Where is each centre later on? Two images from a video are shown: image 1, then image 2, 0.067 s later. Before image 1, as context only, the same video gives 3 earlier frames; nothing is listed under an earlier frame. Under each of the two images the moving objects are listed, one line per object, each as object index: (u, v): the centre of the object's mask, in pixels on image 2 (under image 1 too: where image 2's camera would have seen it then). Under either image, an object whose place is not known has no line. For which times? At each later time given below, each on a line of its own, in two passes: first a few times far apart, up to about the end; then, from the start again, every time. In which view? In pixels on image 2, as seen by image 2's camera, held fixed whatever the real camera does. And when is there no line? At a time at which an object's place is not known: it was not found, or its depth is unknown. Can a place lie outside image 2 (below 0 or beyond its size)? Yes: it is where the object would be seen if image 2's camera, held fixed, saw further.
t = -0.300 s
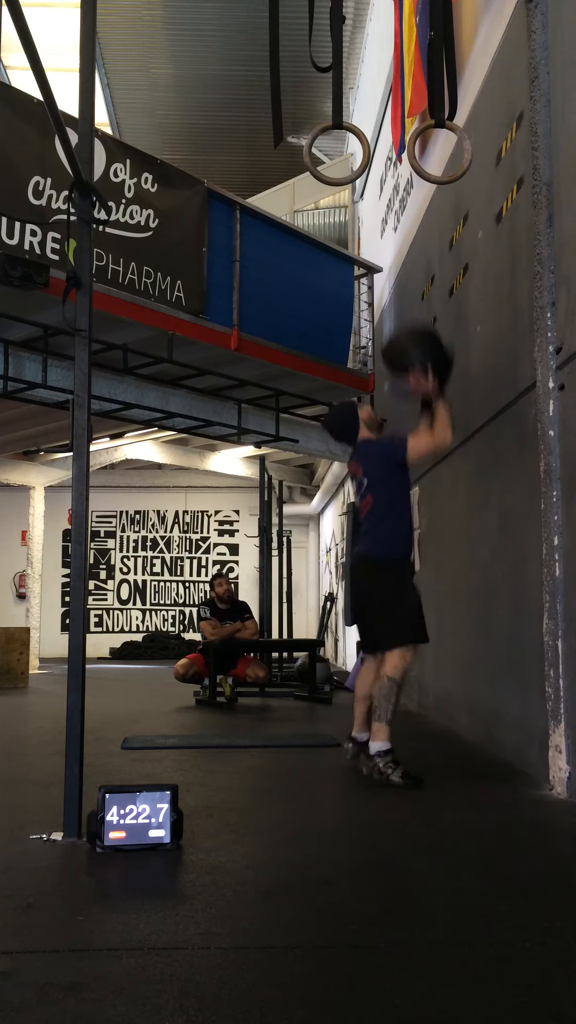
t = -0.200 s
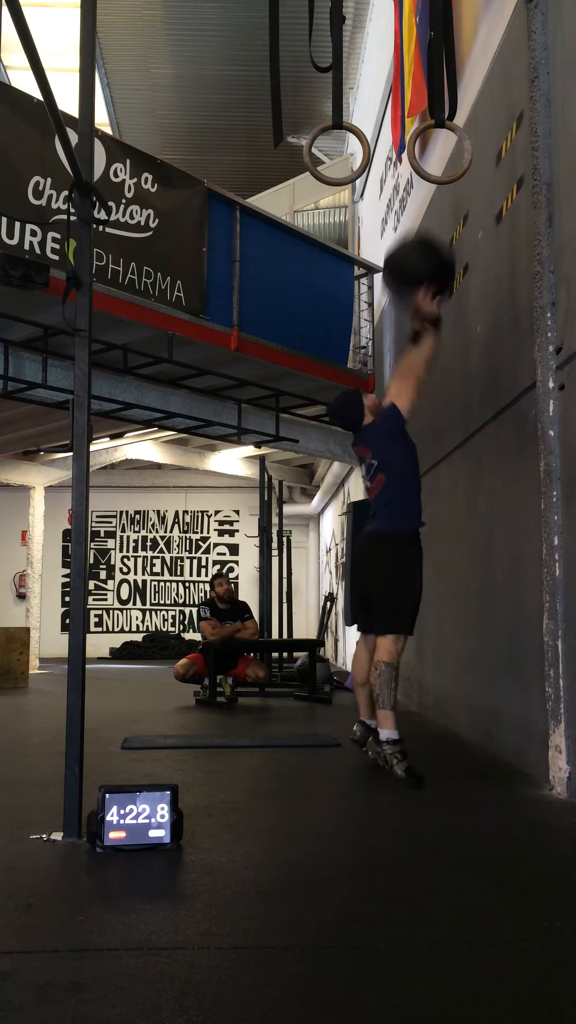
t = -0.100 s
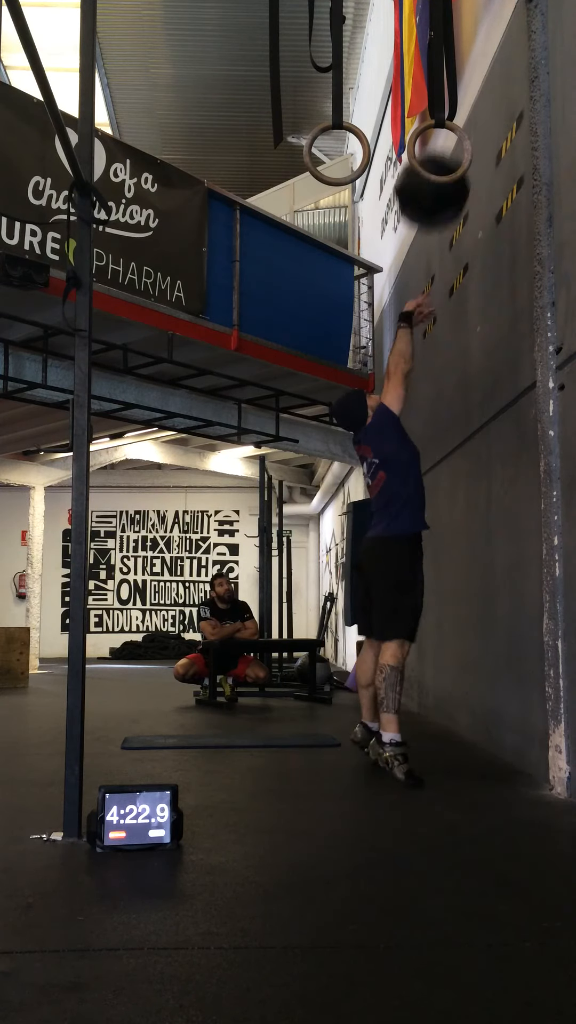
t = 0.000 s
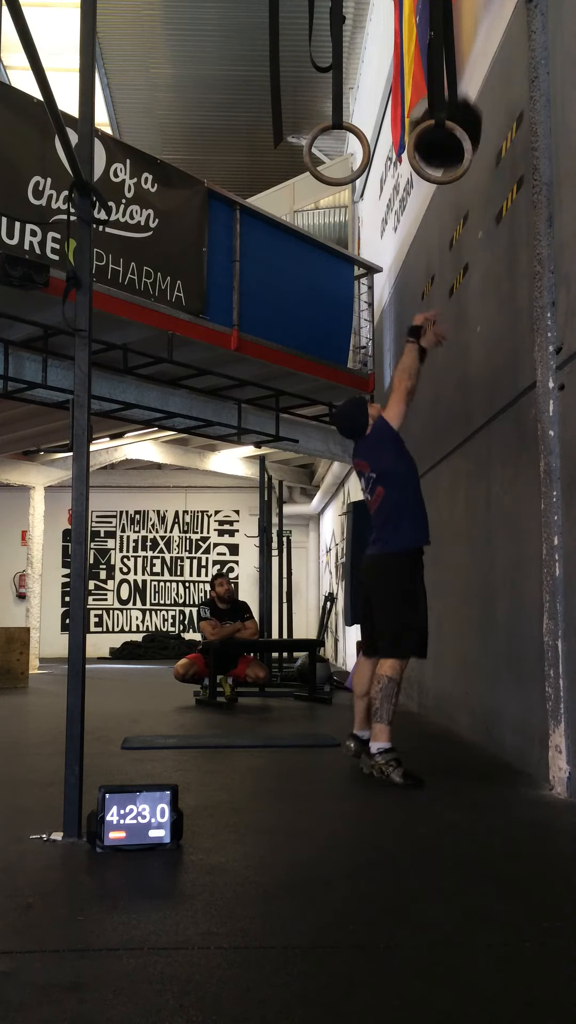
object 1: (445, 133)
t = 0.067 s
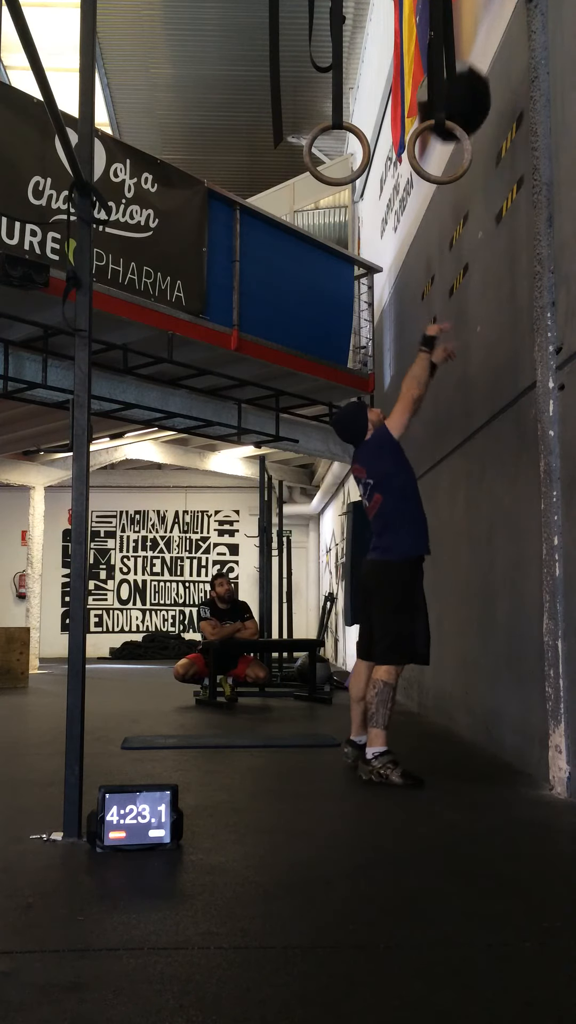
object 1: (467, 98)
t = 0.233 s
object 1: (482, 67)
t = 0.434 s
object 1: (476, 98)
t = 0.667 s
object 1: (446, 238)
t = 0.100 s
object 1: (470, 90)
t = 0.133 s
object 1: (473, 82)
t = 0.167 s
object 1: (478, 73)
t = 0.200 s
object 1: (480, 69)
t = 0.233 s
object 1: (482, 67)
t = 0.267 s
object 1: (483, 68)
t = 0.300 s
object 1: (482, 70)
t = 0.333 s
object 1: (480, 74)
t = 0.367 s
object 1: (479, 80)
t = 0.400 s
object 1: (477, 88)
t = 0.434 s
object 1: (476, 98)
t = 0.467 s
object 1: (471, 114)
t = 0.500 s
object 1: (464, 131)
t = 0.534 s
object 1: (459, 146)
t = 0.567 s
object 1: (456, 166)
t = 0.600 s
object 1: (452, 189)
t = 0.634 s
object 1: (449, 215)
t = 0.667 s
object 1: (446, 238)
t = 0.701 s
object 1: (443, 267)
